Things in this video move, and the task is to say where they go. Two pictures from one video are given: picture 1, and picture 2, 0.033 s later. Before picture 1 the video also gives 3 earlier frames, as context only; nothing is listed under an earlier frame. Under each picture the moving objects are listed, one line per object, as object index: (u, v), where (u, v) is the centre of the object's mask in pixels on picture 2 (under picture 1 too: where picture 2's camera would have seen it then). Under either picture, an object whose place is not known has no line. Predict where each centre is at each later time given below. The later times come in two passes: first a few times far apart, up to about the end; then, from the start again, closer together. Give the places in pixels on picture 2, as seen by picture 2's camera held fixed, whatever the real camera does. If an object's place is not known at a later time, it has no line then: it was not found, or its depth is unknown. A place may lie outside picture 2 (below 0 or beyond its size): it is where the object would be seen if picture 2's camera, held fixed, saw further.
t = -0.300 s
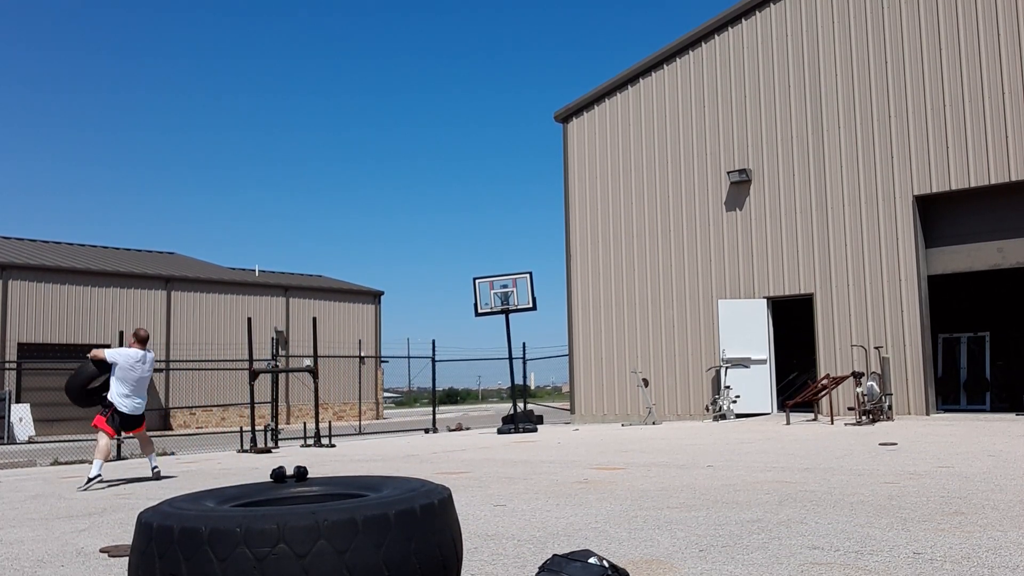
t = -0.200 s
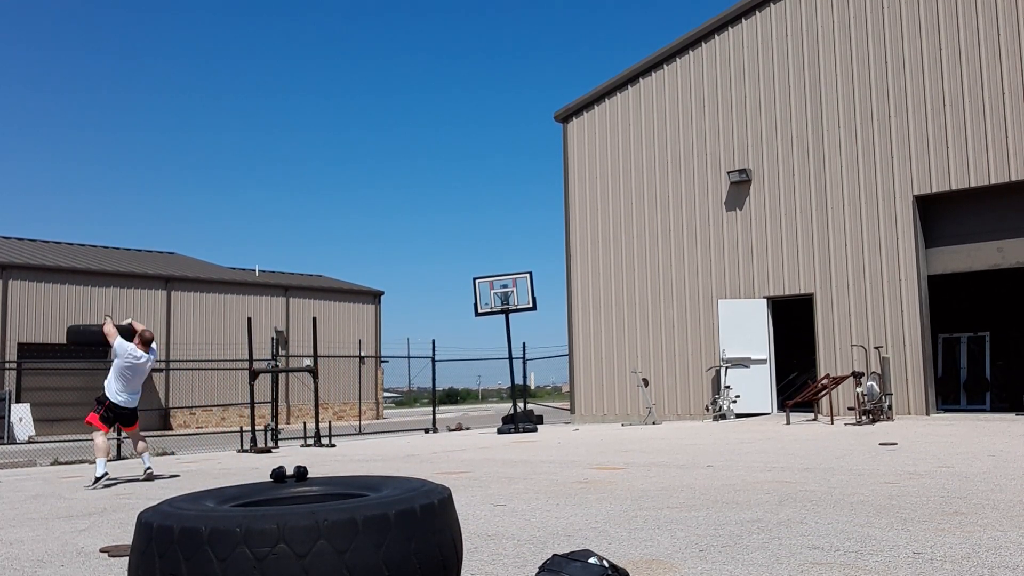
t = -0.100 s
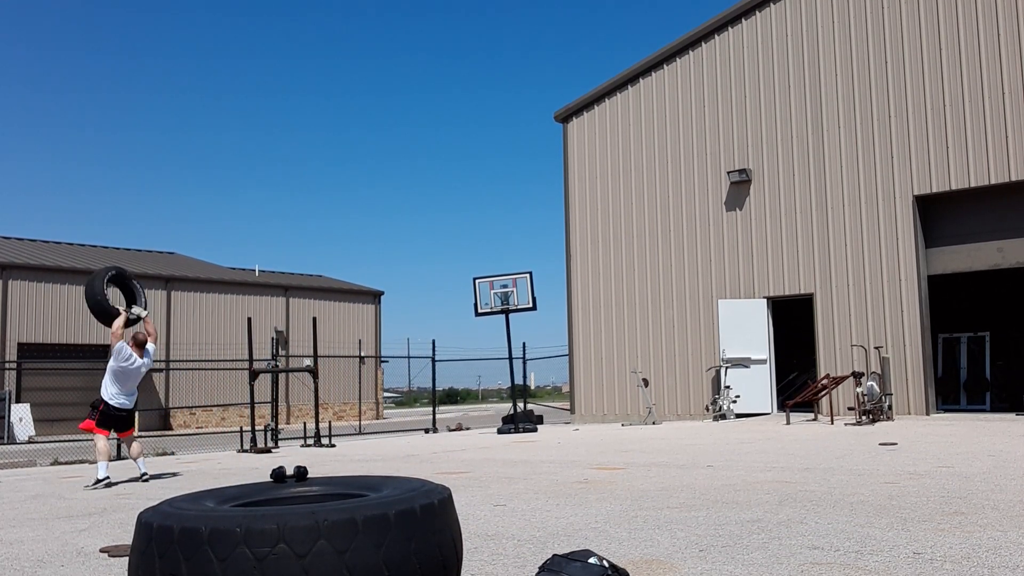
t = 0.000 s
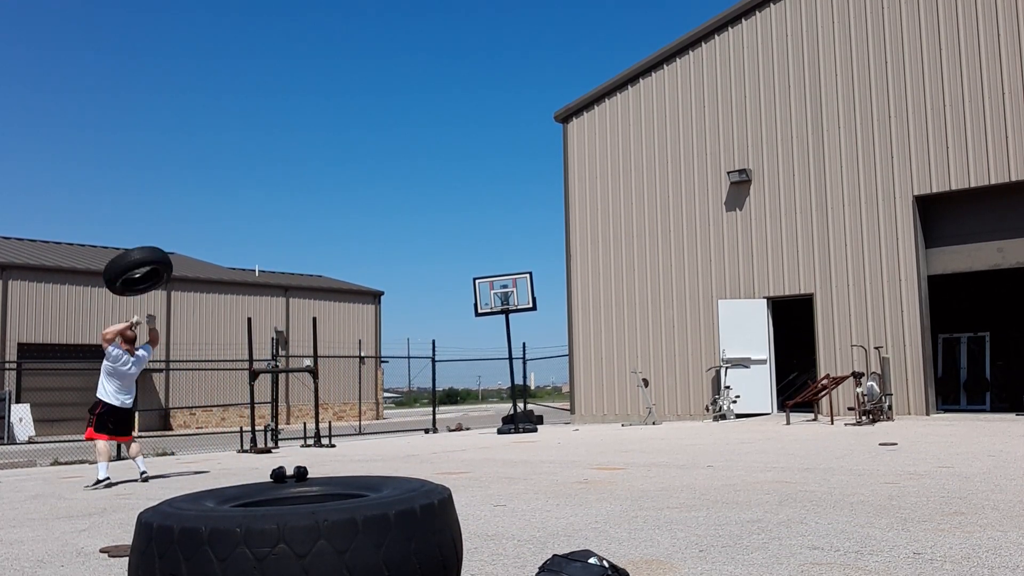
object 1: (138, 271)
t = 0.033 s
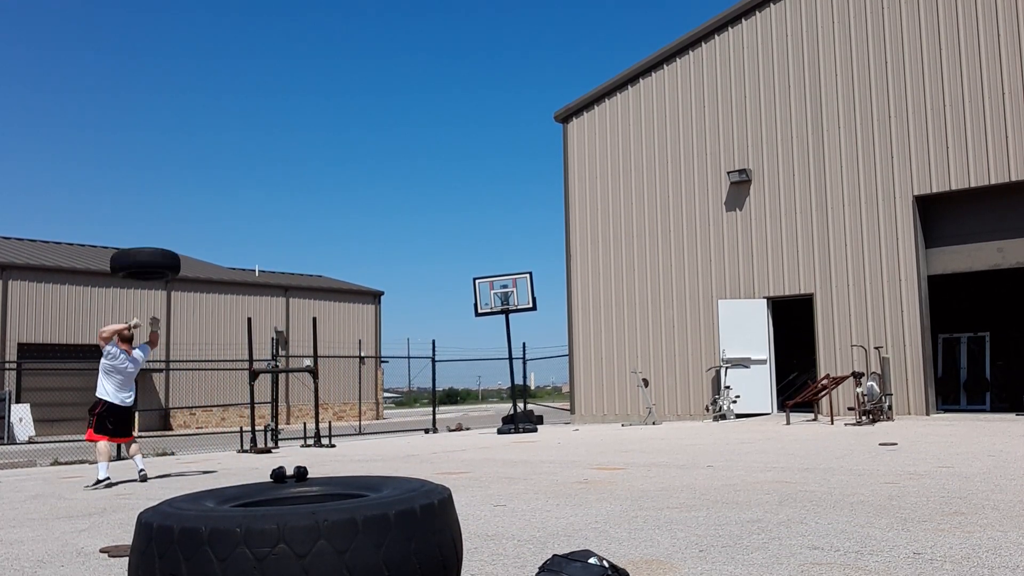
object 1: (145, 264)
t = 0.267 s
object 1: (197, 242)
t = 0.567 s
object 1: (268, 284)
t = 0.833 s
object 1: (334, 396)
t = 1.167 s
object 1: (420, 437)
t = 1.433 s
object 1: (480, 447)
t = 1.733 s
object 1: (514, 434)
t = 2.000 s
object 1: (540, 443)
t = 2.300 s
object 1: (560, 445)
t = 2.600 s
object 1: (565, 447)
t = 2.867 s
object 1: (562, 449)
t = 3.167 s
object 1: (547, 452)
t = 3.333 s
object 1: (535, 455)
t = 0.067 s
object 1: (153, 259)
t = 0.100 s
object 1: (160, 254)
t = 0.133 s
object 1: (167, 250)
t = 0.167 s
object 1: (174, 247)
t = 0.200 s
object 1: (182, 244)
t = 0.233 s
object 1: (190, 243)
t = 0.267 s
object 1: (197, 242)
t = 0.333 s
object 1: (212, 245)
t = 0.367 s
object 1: (219, 248)
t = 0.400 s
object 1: (227, 251)
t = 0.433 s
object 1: (235, 255)
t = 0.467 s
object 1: (243, 260)
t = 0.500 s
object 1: (252, 266)
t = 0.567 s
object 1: (268, 284)
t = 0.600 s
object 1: (276, 294)
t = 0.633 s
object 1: (284, 305)
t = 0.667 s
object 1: (292, 317)
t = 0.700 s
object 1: (301, 330)
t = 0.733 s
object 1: (309, 344)
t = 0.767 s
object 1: (317, 361)
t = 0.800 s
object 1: (326, 378)
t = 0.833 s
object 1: (334, 396)
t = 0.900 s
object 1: (352, 436)
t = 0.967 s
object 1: (374, 464)
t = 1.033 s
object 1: (390, 455)
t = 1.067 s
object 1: (398, 450)
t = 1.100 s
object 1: (405, 445)
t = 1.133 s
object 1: (412, 441)
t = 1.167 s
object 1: (420, 437)
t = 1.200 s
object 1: (427, 435)
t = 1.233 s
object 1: (435, 434)
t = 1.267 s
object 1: (443, 434)
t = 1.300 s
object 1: (450, 435)
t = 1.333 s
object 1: (458, 438)
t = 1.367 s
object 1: (466, 441)
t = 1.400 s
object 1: (474, 446)
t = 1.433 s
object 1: (480, 447)
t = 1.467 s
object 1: (484, 444)
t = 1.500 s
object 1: (487, 439)
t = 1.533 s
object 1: (491, 435)
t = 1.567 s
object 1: (495, 432)
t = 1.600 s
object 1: (499, 430)
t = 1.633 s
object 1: (502, 429)
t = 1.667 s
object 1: (506, 430)
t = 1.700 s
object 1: (510, 431)
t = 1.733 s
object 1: (514, 434)
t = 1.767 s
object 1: (518, 438)
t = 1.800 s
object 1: (522, 443)
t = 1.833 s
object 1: (526, 446)
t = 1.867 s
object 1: (529, 444)
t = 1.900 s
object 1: (532, 442)
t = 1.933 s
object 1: (535, 441)
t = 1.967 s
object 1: (537, 442)
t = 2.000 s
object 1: (540, 443)
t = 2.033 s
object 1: (543, 444)
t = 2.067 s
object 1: (546, 444)
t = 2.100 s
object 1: (548, 444)
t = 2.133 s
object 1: (550, 444)
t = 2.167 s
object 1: (553, 445)
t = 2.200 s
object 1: (555, 445)
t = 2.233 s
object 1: (557, 445)
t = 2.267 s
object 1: (558, 445)
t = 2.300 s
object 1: (560, 445)
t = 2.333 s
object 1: (561, 445)
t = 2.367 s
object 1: (563, 445)
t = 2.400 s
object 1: (563, 445)
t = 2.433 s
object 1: (564, 446)
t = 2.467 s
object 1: (564, 446)
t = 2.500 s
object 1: (565, 446)
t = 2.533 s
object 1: (565, 446)
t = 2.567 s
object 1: (565, 447)
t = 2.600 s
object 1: (565, 447)
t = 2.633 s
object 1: (565, 447)
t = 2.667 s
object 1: (565, 447)
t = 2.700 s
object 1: (565, 447)
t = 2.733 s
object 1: (564, 448)
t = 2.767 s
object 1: (564, 448)
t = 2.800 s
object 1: (563, 448)
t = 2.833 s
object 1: (562, 449)
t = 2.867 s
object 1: (562, 449)
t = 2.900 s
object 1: (561, 449)
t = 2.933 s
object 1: (559, 450)
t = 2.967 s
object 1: (558, 450)
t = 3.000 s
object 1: (556, 451)
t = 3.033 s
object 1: (554, 451)
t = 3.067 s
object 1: (553, 451)
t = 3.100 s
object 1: (550, 451)
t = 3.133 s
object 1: (549, 452)
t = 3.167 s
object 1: (547, 452)
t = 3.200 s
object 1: (545, 453)
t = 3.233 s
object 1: (543, 454)
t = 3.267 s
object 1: (540, 454)
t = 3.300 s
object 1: (538, 454)
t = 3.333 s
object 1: (535, 455)
